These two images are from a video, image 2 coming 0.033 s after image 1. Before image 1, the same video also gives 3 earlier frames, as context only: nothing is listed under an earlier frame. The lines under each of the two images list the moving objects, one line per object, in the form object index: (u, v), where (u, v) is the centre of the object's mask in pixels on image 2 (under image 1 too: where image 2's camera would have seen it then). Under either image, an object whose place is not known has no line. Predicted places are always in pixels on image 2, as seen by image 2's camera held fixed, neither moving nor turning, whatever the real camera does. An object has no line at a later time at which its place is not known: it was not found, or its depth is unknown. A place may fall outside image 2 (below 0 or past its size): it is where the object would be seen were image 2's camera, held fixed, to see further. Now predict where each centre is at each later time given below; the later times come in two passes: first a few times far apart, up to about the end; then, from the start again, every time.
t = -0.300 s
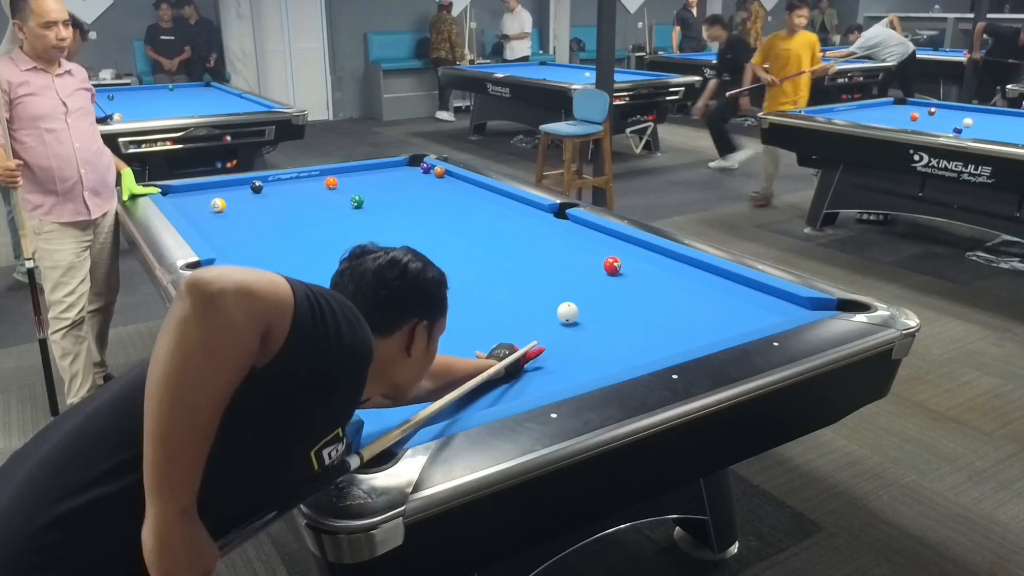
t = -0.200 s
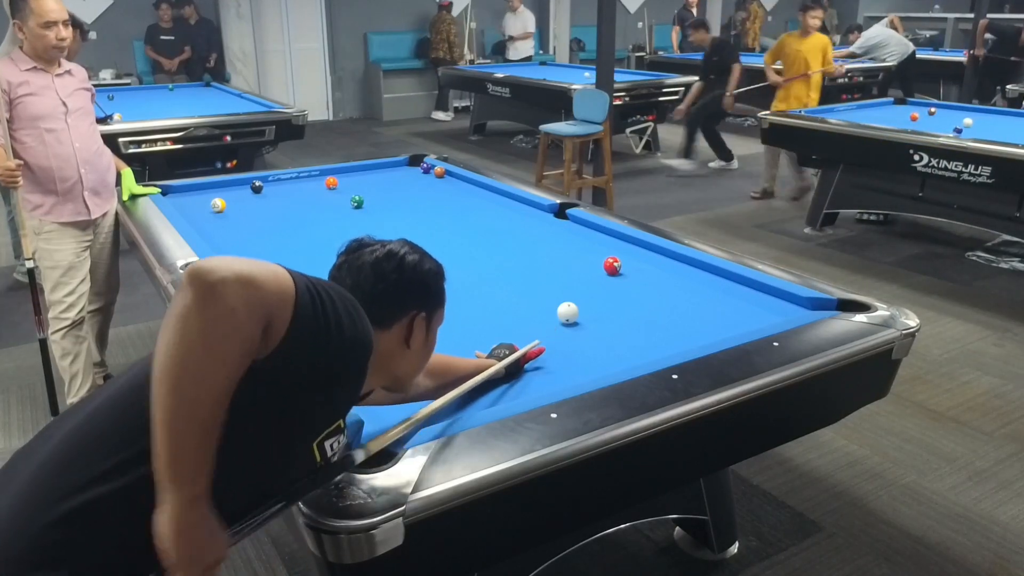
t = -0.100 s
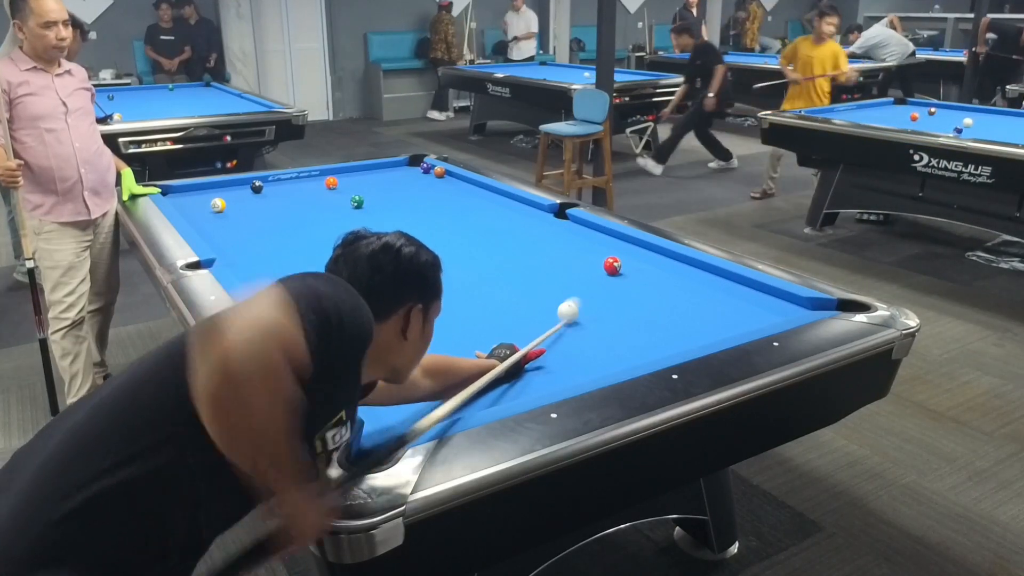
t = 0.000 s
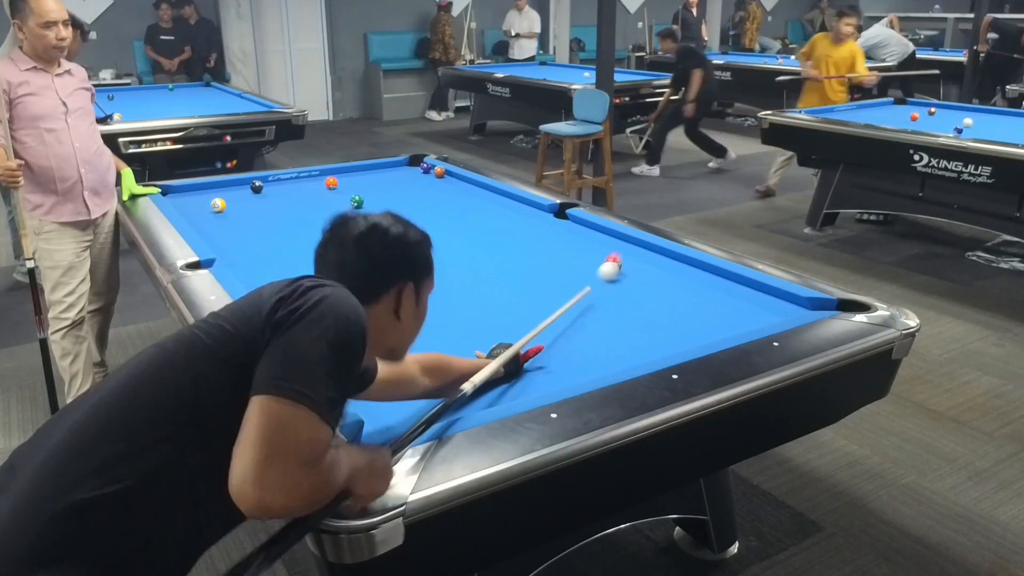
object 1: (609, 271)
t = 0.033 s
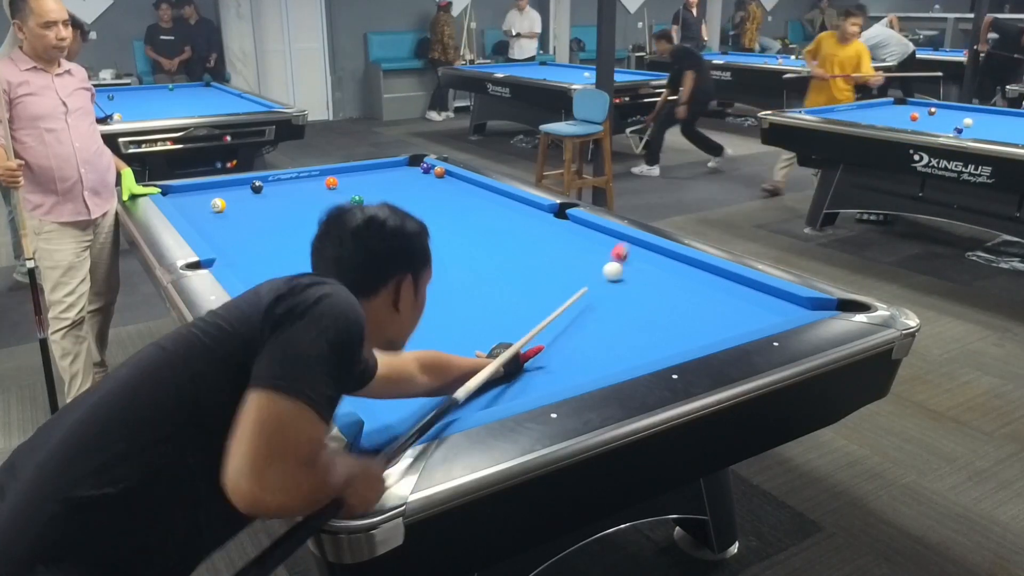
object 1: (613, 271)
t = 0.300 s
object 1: (629, 282)
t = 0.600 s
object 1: (643, 296)
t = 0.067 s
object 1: (616, 272)
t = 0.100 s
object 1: (619, 272)
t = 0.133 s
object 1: (621, 274)
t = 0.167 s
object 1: (623, 275)
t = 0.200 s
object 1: (625, 277)
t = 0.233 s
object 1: (626, 278)
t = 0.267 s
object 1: (628, 280)
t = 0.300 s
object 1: (629, 282)
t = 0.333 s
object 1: (631, 283)
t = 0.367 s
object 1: (632, 285)
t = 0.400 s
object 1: (634, 287)
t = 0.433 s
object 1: (636, 288)
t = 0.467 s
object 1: (637, 290)
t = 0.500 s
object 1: (639, 291)
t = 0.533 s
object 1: (640, 293)
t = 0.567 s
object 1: (642, 295)
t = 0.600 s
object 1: (643, 296)
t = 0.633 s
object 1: (645, 298)
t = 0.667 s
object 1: (646, 300)
